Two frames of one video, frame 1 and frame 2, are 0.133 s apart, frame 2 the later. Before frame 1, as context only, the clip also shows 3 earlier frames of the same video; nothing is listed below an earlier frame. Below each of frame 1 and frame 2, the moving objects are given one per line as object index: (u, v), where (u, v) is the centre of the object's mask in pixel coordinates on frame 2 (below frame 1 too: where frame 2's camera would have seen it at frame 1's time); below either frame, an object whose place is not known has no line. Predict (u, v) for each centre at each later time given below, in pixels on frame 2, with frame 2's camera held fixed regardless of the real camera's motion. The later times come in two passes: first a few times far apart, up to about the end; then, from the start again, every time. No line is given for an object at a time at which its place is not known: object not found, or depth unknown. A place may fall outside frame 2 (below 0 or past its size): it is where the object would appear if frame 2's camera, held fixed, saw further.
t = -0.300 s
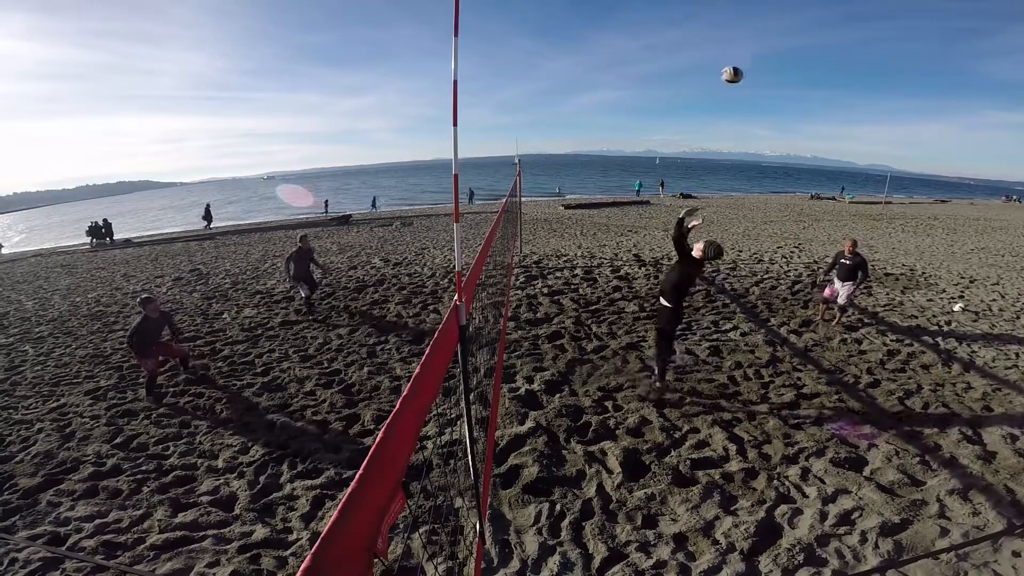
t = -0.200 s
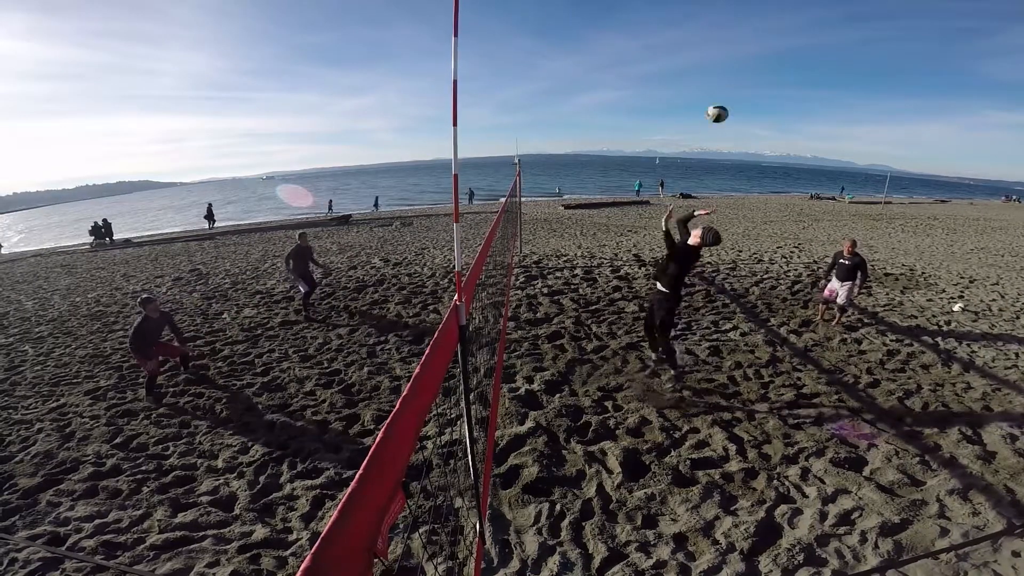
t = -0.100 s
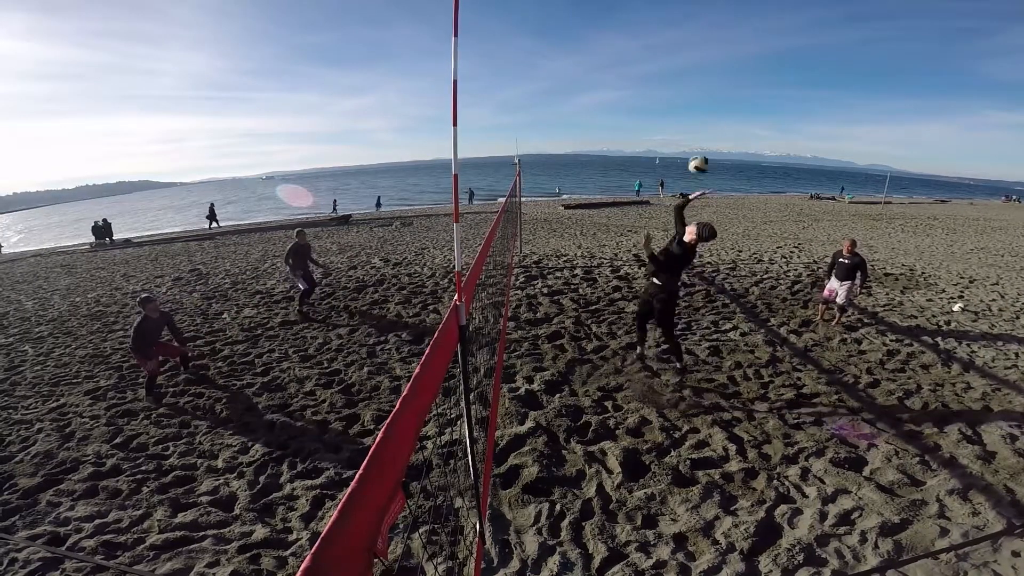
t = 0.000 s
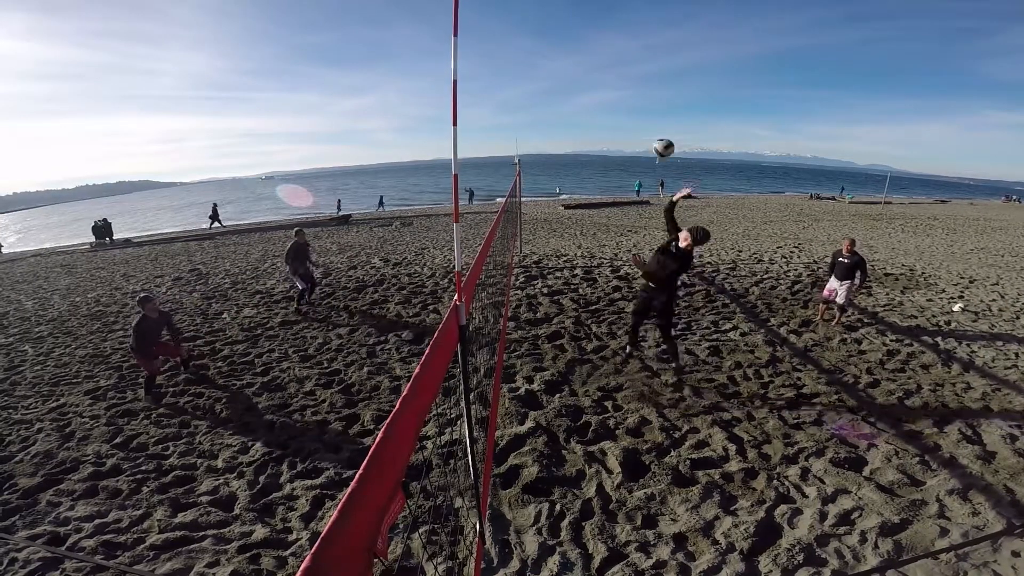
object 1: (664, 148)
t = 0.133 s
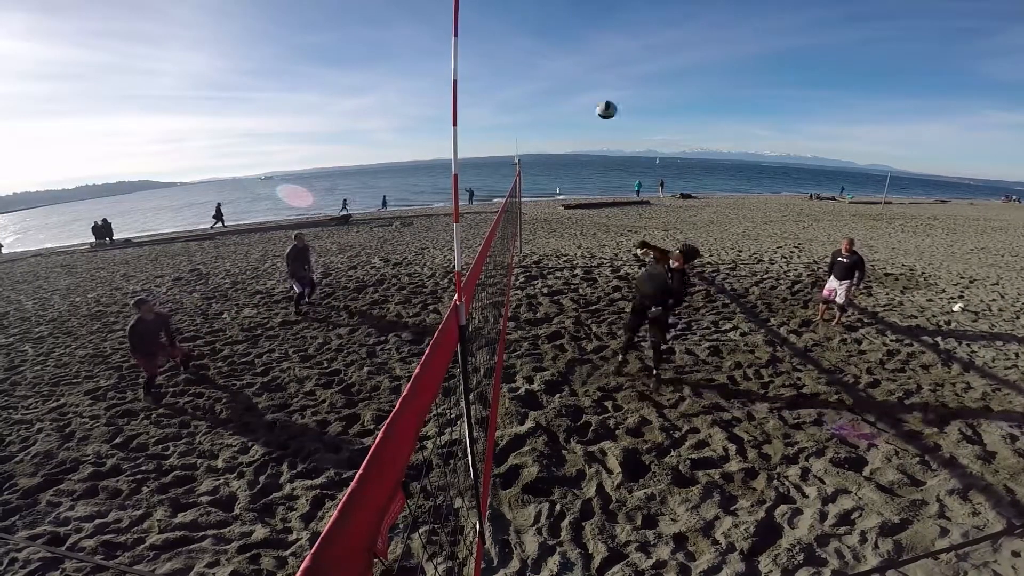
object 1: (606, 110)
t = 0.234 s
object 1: (563, 93)
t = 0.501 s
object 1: (456, 96)
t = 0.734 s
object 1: (369, 148)
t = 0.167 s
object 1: (591, 103)
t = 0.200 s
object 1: (577, 98)
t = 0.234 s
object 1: (563, 93)
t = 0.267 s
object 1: (549, 90)
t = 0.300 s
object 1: (535, 88)
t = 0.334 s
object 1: (521, 87)
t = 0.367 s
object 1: (507, 86)
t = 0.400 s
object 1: (494, 87)
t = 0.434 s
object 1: (481, 89)
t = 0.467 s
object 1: (469, 91)
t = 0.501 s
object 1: (456, 96)
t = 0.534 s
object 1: (441, 100)
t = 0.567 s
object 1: (429, 106)
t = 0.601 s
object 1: (416, 113)
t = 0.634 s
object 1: (404, 121)
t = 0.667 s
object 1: (392, 129)
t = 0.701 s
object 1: (381, 138)
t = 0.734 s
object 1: (369, 148)
